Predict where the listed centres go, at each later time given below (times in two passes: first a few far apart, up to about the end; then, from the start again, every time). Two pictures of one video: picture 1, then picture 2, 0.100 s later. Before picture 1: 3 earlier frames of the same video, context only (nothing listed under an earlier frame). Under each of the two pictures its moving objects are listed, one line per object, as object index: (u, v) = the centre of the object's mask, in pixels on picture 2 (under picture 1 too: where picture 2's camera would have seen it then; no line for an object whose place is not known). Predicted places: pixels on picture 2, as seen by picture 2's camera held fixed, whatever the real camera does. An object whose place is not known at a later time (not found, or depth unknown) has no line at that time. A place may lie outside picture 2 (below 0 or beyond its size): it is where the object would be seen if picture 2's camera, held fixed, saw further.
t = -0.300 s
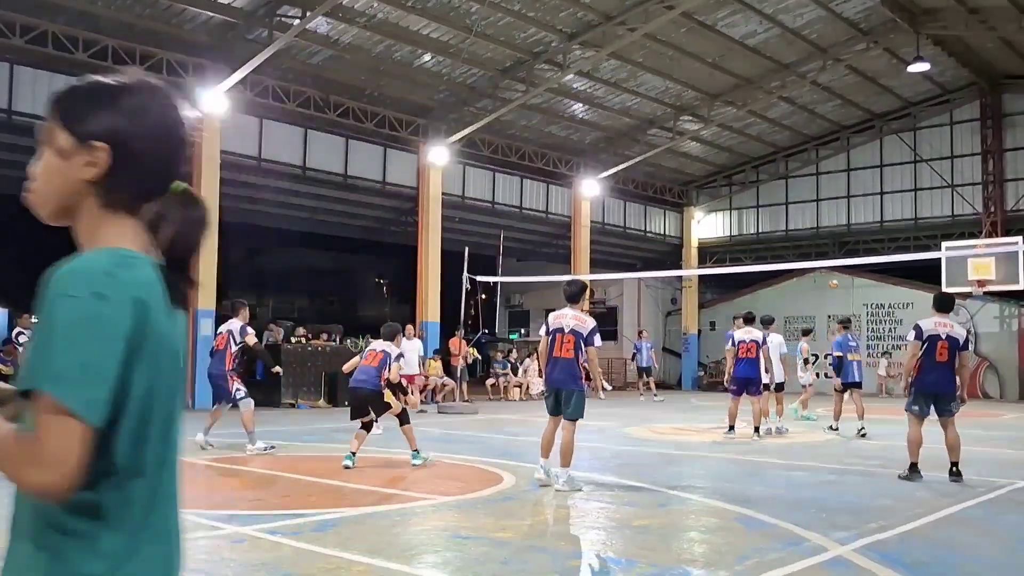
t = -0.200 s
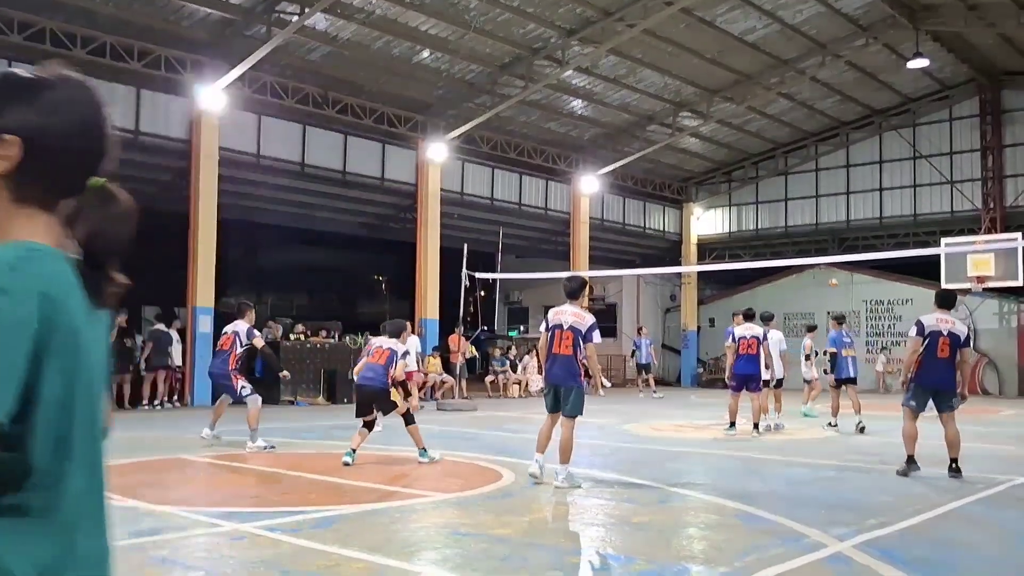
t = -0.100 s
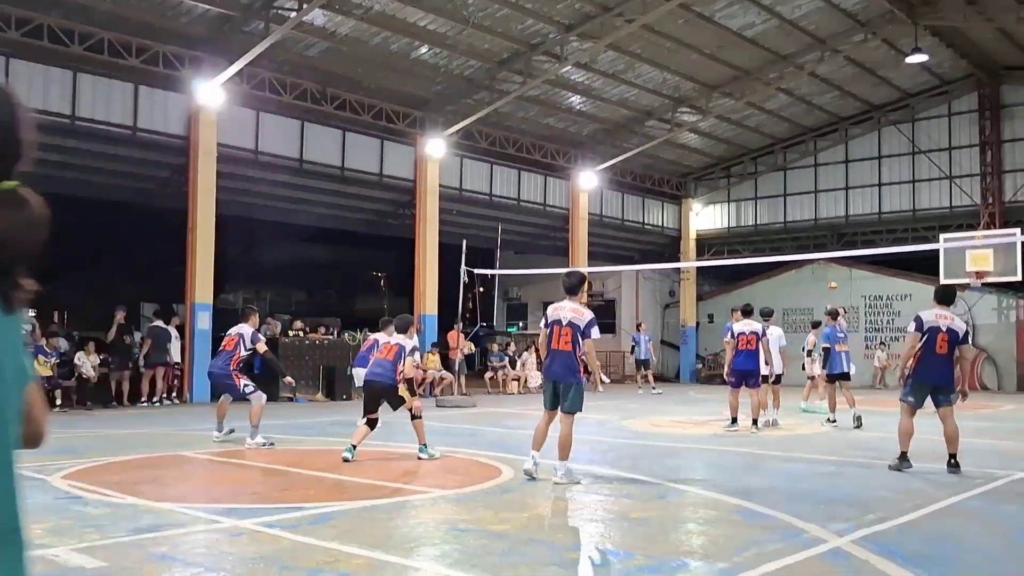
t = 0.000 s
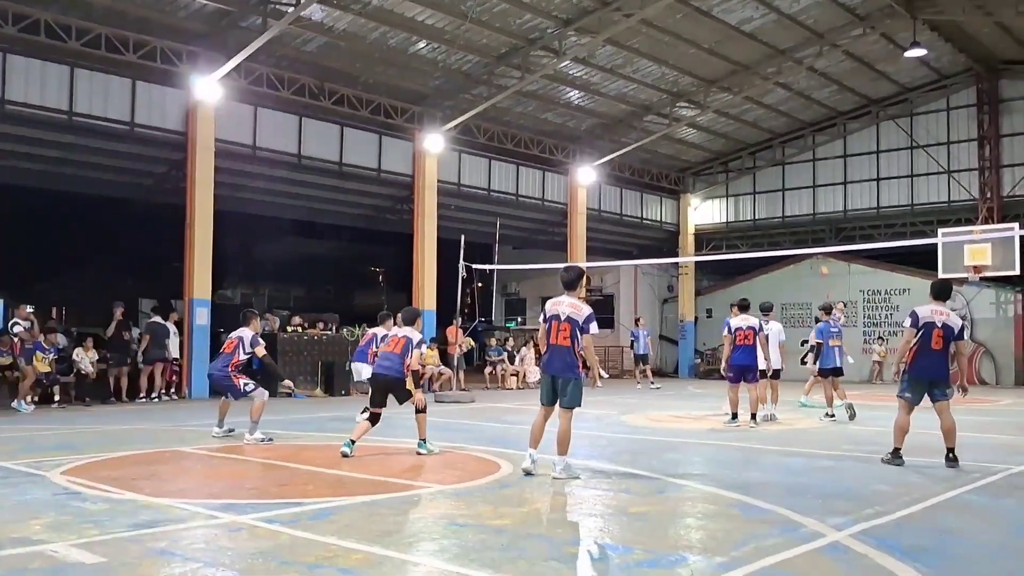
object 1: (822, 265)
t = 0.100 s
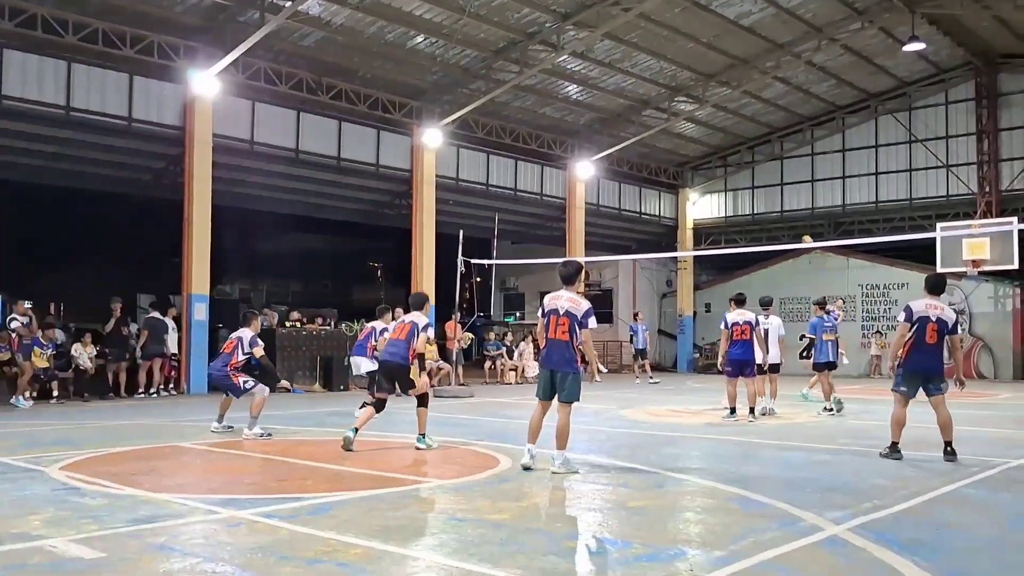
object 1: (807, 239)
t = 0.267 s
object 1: (776, 205)
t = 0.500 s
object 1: (716, 172)
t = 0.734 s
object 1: (641, 173)
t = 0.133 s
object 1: (802, 233)
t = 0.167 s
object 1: (796, 226)
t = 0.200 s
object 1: (789, 219)
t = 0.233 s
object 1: (783, 212)
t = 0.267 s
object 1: (776, 205)
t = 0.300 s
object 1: (768, 198)
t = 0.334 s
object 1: (761, 193)
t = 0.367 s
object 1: (753, 188)
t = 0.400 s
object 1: (744, 183)
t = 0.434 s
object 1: (736, 179)
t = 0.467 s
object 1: (726, 175)
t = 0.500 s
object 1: (716, 172)
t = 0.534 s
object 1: (707, 170)
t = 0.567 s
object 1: (697, 168)
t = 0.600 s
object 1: (686, 168)
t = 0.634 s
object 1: (675, 168)
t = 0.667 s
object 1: (664, 169)
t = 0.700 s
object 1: (653, 170)
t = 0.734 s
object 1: (641, 173)
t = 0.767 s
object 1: (629, 176)
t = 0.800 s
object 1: (617, 180)
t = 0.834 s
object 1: (605, 186)
